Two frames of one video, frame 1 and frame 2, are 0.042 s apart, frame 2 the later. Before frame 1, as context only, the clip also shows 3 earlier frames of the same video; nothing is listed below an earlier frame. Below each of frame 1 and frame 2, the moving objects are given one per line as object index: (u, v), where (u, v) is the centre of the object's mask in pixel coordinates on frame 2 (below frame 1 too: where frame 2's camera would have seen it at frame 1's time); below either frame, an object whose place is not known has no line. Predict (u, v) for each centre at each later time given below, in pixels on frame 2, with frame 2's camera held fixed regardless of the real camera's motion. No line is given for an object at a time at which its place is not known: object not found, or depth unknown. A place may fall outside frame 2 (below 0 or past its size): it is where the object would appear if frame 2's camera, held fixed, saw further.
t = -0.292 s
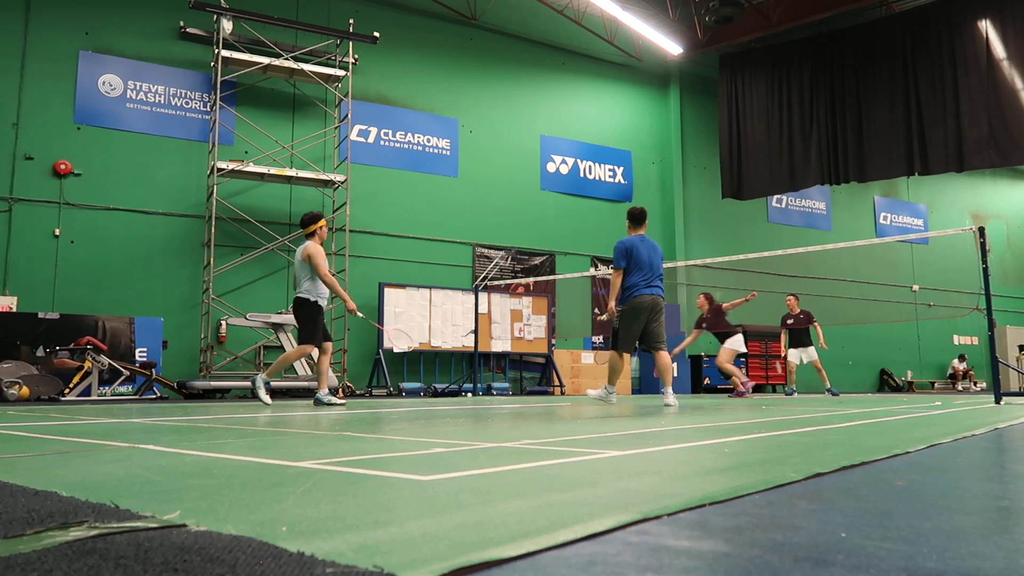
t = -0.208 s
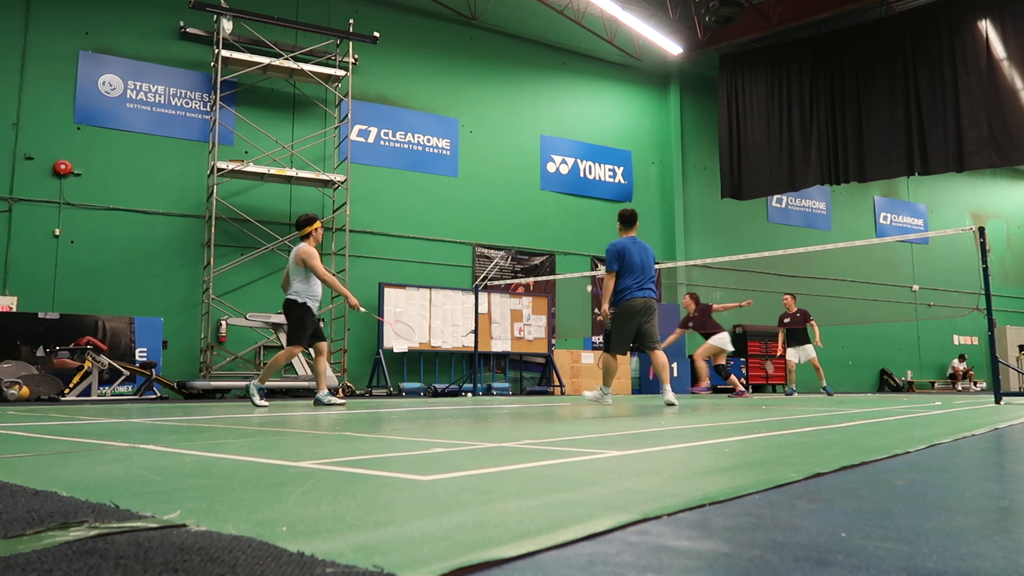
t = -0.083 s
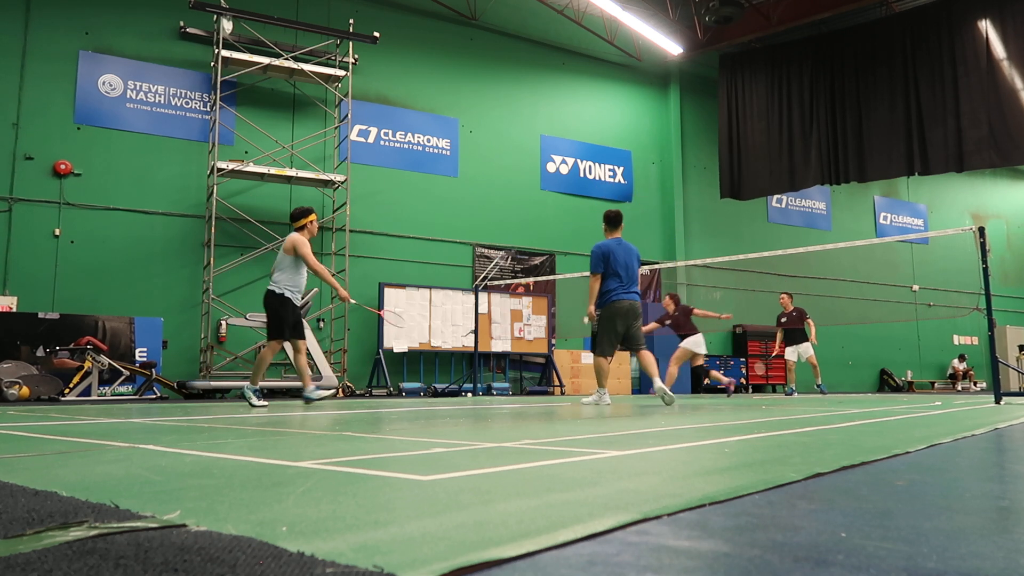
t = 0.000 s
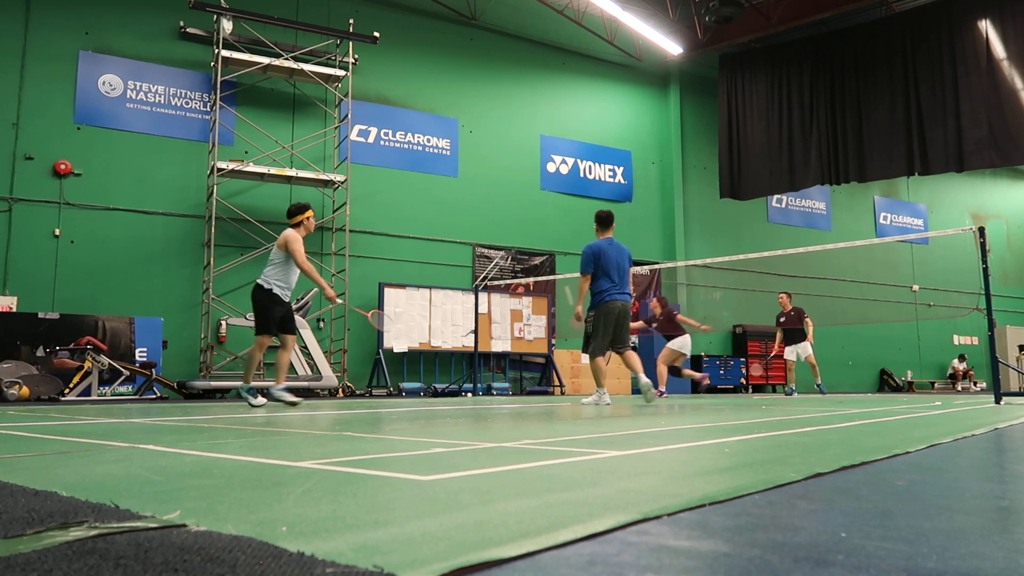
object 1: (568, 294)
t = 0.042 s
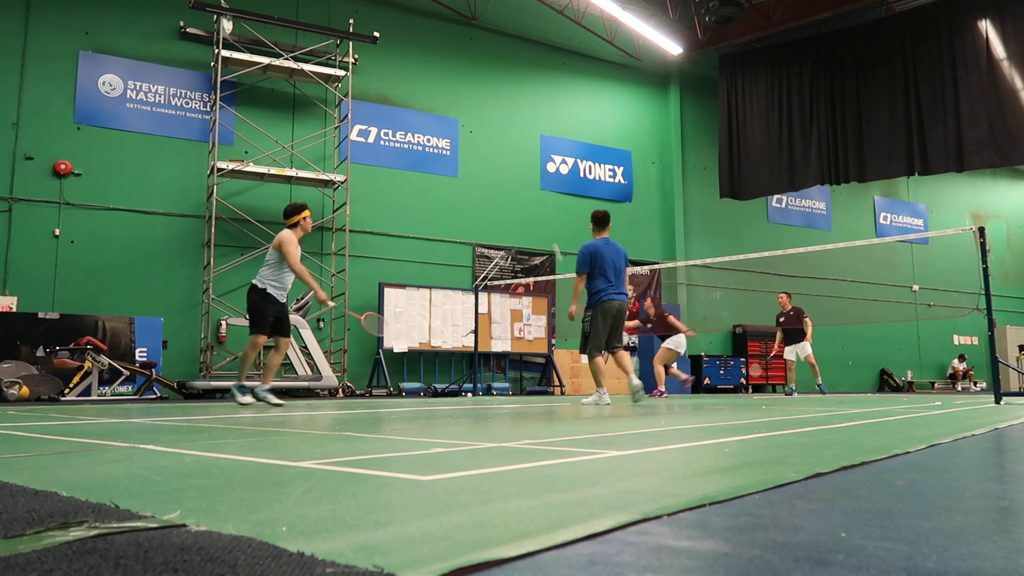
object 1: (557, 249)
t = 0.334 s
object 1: (467, 49)
